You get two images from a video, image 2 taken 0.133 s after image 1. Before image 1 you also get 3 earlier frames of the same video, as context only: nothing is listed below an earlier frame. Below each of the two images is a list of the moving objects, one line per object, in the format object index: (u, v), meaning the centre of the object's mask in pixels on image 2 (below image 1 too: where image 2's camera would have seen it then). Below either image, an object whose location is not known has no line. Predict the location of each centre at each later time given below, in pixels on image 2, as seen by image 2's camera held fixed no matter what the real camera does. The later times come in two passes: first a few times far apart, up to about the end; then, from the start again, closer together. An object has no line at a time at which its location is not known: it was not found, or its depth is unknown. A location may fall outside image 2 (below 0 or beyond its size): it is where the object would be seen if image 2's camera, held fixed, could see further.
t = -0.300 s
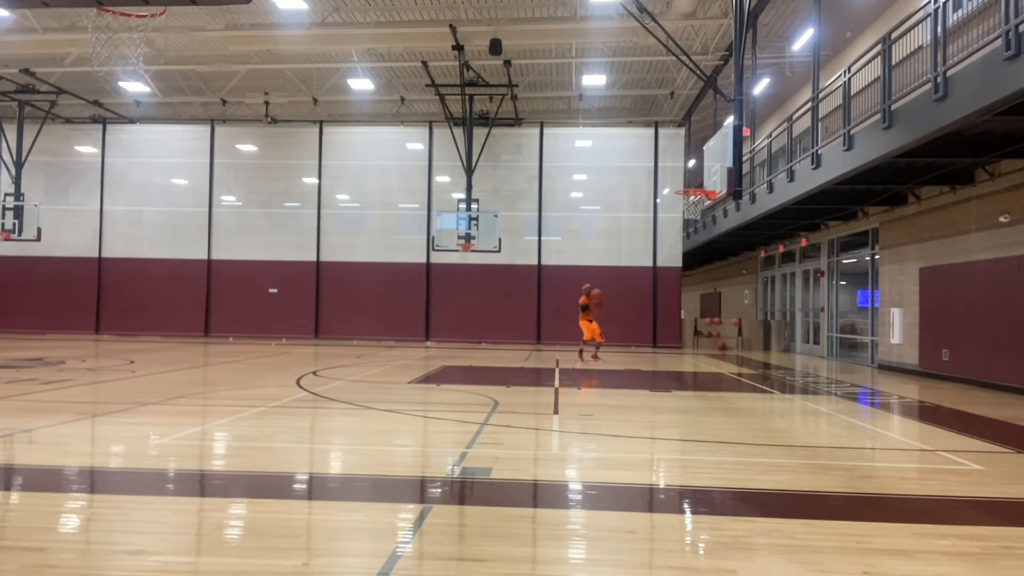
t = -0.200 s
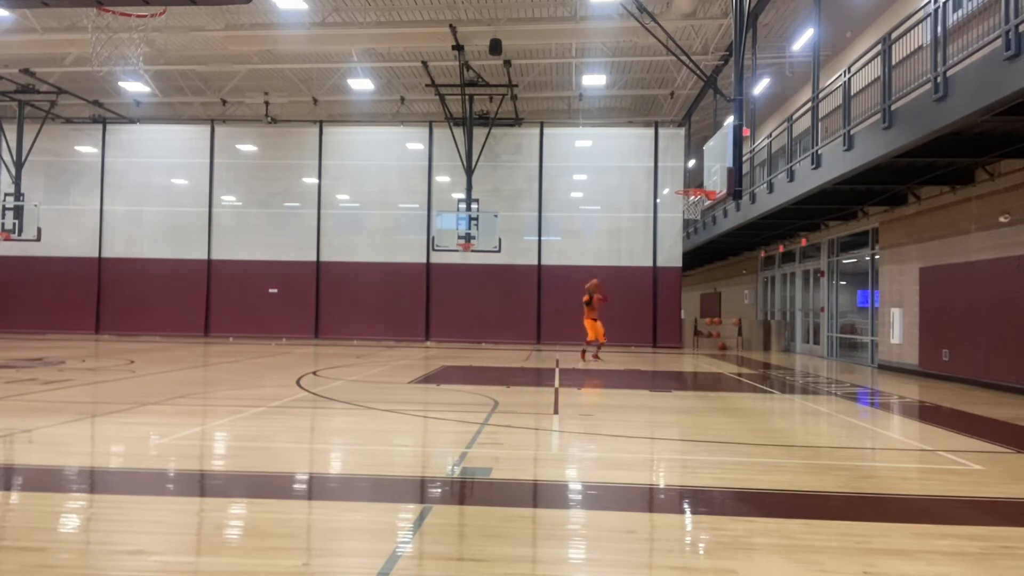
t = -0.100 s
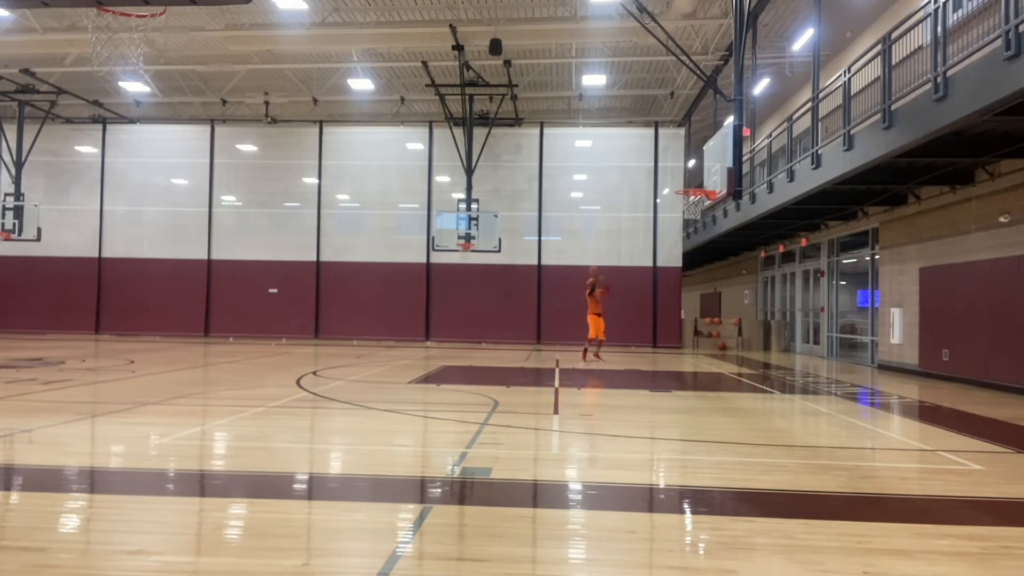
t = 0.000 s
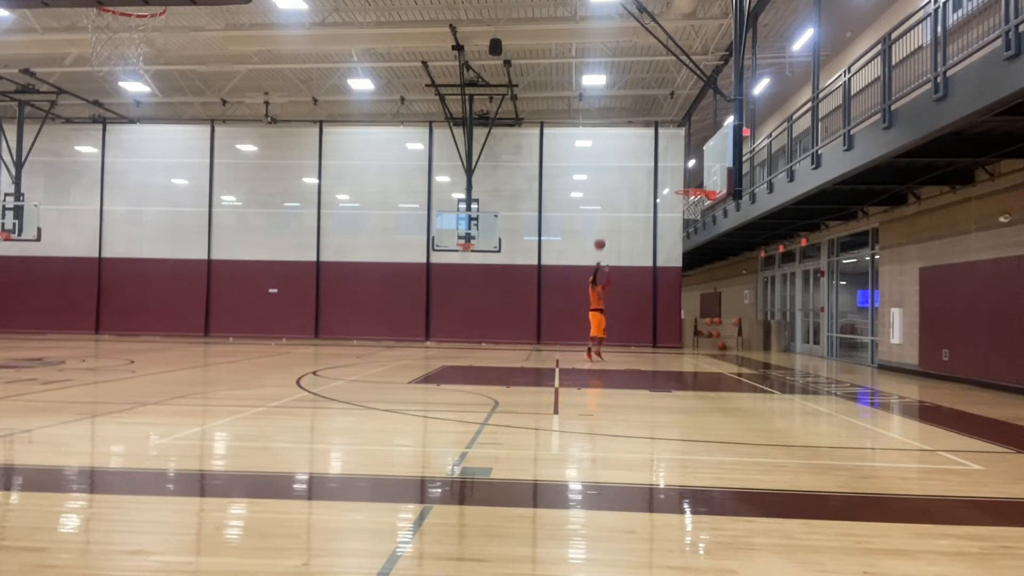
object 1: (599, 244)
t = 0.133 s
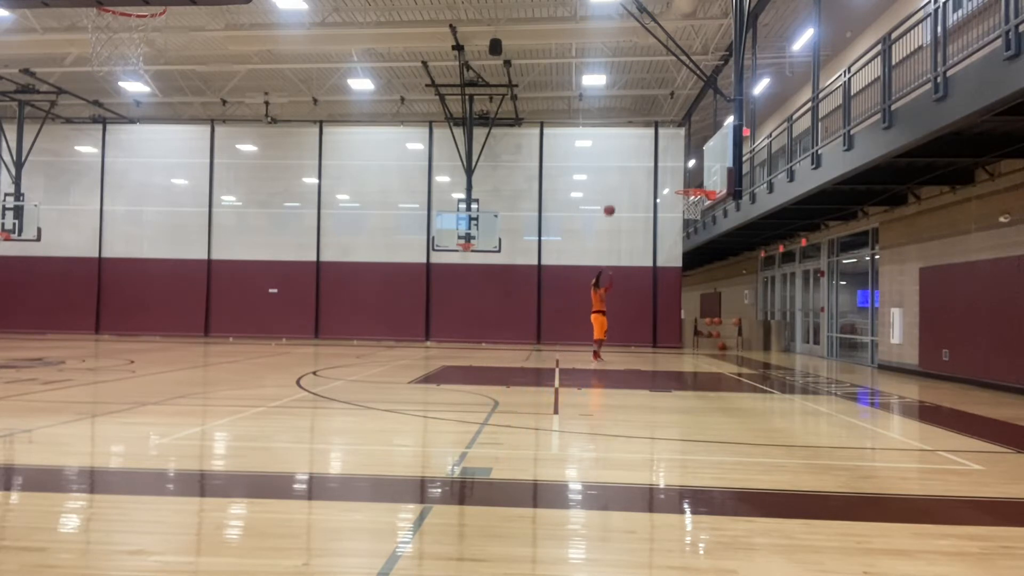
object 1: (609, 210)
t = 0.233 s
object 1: (616, 189)
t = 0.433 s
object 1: (632, 160)
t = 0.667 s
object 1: (651, 150)
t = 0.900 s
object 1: (673, 169)
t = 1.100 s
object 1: (691, 206)
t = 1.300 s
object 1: (702, 238)
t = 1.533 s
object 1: (713, 305)
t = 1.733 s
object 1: (723, 369)
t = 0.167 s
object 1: (611, 203)
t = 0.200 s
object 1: (614, 196)
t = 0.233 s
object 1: (616, 189)
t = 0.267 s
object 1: (619, 183)
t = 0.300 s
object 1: (622, 177)
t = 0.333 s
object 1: (624, 172)
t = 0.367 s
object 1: (627, 168)
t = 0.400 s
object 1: (629, 164)
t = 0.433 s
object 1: (632, 160)
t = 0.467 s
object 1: (635, 157)
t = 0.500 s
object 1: (638, 154)
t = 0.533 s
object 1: (640, 152)
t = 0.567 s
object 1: (643, 151)
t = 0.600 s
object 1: (646, 150)
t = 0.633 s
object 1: (649, 149)
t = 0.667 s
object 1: (651, 150)
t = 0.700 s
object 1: (655, 151)
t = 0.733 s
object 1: (658, 152)
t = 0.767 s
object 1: (661, 154)
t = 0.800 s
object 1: (664, 157)
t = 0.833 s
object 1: (667, 160)
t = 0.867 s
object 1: (670, 164)
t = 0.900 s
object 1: (673, 169)
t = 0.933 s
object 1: (676, 175)
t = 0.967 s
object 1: (680, 181)
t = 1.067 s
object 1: (689, 203)
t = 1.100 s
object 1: (691, 206)
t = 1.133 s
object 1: (693, 212)
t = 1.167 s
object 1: (693, 213)
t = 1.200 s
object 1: (696, 219)
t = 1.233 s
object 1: (698, 224)
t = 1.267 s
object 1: (700, 230)
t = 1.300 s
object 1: (702, 238)
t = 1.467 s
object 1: (709, 282)
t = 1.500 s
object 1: (711, 293)
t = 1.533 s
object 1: (713, 305)
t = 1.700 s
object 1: (722, 377)
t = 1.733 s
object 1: (723, 369)
